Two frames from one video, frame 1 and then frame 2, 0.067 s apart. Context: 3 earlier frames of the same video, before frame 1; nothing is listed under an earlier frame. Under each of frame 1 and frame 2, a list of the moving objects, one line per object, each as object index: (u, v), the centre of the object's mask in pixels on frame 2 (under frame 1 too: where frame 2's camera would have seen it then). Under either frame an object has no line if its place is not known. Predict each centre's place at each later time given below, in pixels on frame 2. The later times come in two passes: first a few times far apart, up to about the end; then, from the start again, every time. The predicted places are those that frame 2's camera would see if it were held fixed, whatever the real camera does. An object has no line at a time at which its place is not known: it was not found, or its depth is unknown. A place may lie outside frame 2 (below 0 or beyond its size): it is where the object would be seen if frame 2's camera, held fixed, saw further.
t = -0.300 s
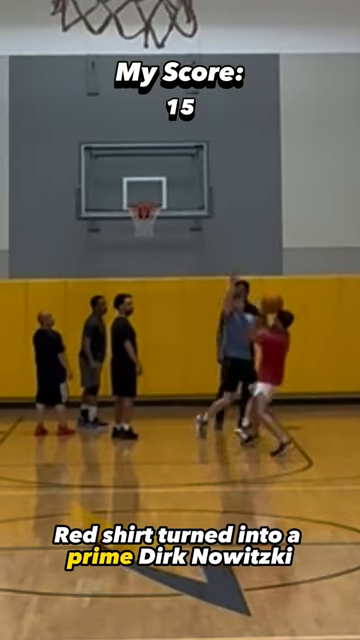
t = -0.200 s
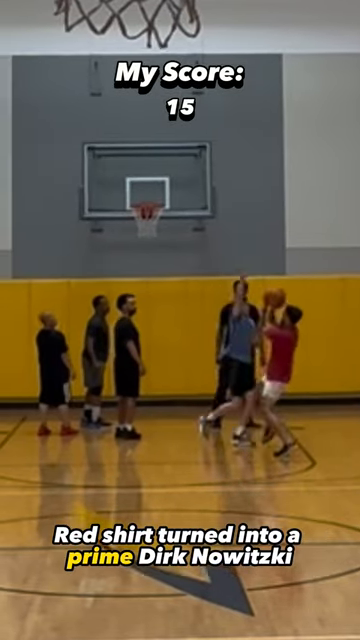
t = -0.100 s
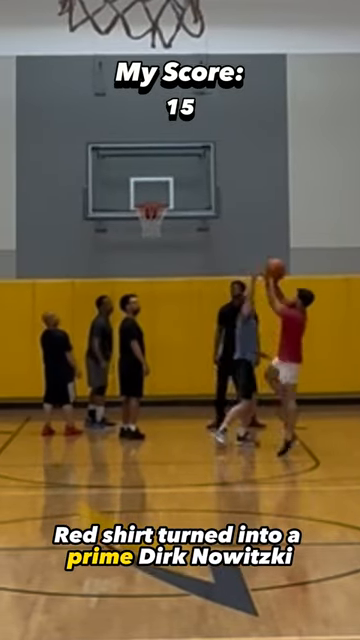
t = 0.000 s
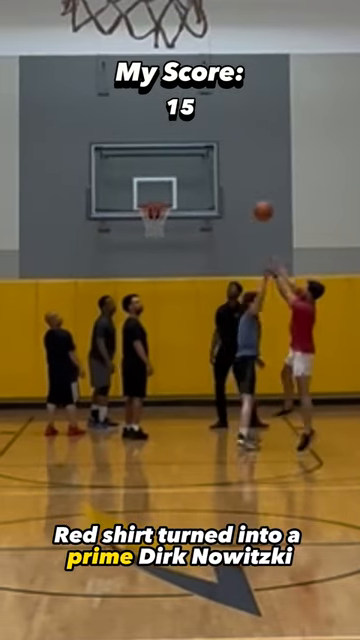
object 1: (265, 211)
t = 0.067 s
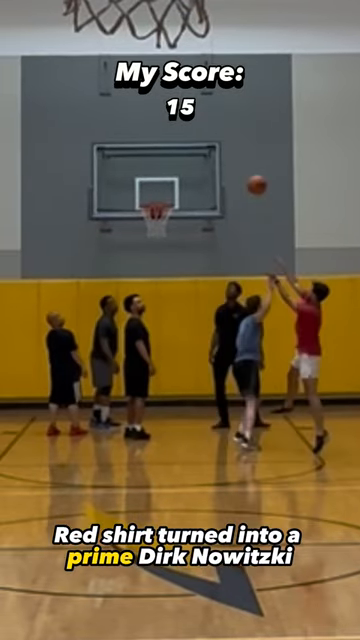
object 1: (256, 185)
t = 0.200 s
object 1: (240, 146)
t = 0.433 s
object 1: (211, 114)
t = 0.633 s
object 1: (190, 124)
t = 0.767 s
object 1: (176, 153)
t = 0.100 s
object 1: (252, 173)
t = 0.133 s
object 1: (248, 164)
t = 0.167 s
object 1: (243, 154)
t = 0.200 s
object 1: (240, 146)
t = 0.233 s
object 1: (236, 138)
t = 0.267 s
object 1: (233, 132)
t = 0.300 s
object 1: (228, 127)
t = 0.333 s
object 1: (221, 118)
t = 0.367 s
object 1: (218, 116)
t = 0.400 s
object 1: (214, 114)
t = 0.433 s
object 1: (211, 114)
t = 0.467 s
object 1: (207, 113)
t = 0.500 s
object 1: (204, 114)
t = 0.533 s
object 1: (201, 115)
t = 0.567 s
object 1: (197, 118)
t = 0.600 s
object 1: (194, 120)
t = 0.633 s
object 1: (190, 124)
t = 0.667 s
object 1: (184, 134)
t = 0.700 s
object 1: (181, 140)
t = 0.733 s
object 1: (178, 147)
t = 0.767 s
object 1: (176, 153)
